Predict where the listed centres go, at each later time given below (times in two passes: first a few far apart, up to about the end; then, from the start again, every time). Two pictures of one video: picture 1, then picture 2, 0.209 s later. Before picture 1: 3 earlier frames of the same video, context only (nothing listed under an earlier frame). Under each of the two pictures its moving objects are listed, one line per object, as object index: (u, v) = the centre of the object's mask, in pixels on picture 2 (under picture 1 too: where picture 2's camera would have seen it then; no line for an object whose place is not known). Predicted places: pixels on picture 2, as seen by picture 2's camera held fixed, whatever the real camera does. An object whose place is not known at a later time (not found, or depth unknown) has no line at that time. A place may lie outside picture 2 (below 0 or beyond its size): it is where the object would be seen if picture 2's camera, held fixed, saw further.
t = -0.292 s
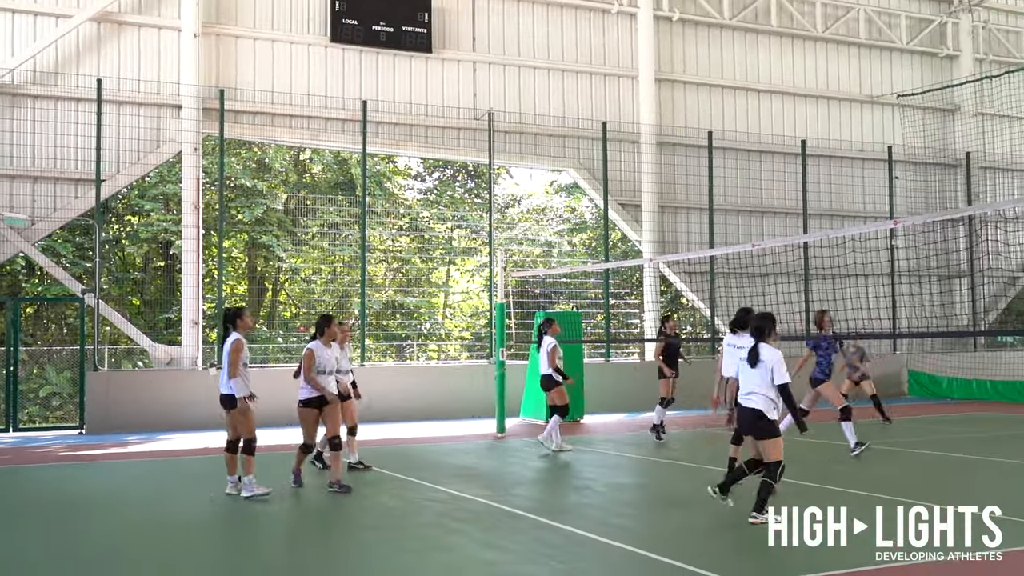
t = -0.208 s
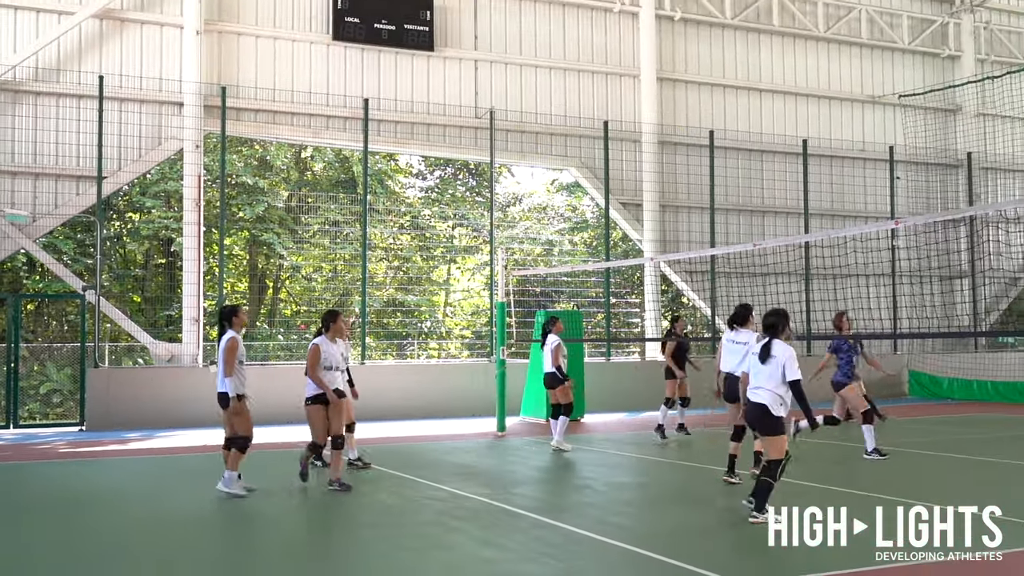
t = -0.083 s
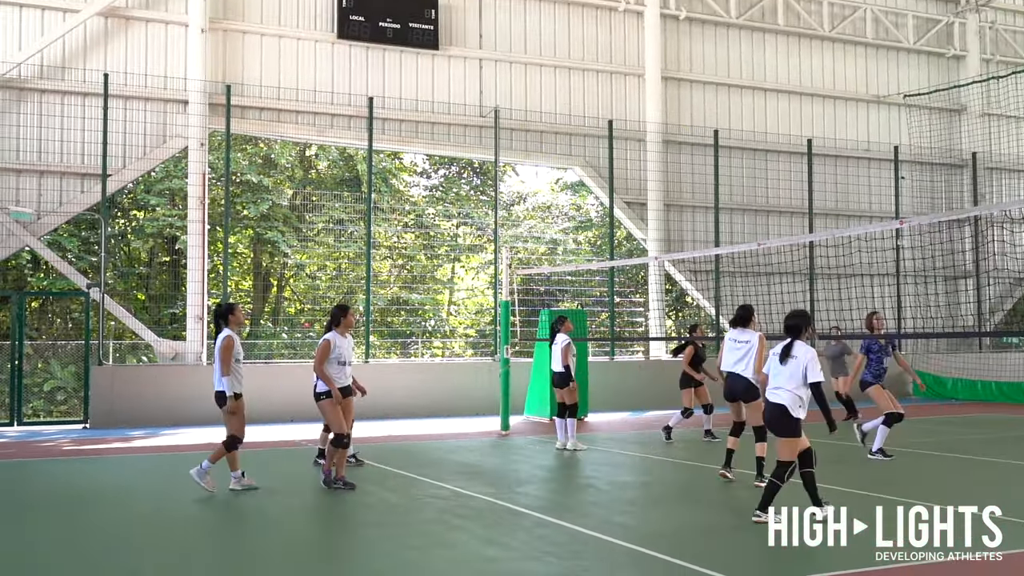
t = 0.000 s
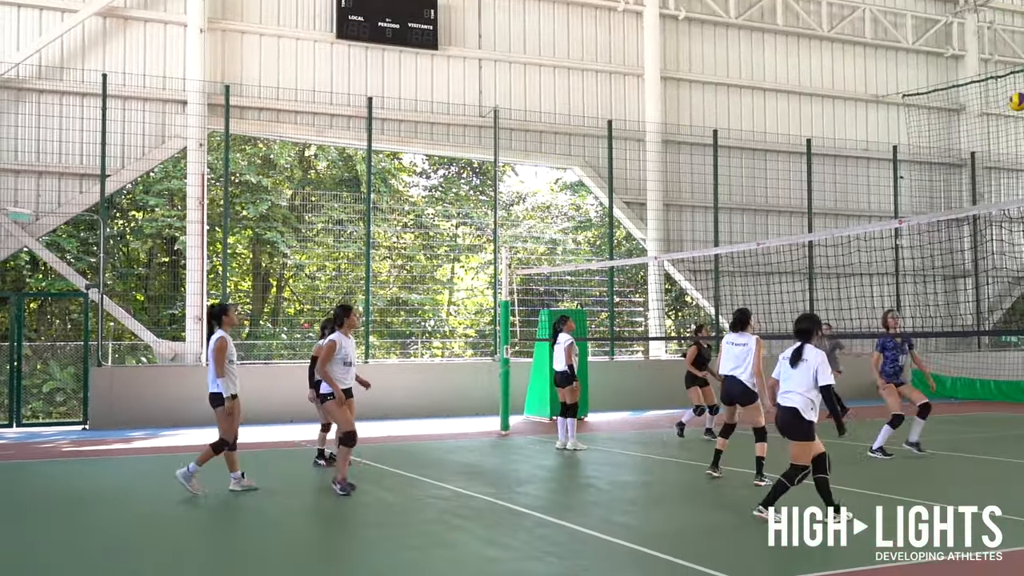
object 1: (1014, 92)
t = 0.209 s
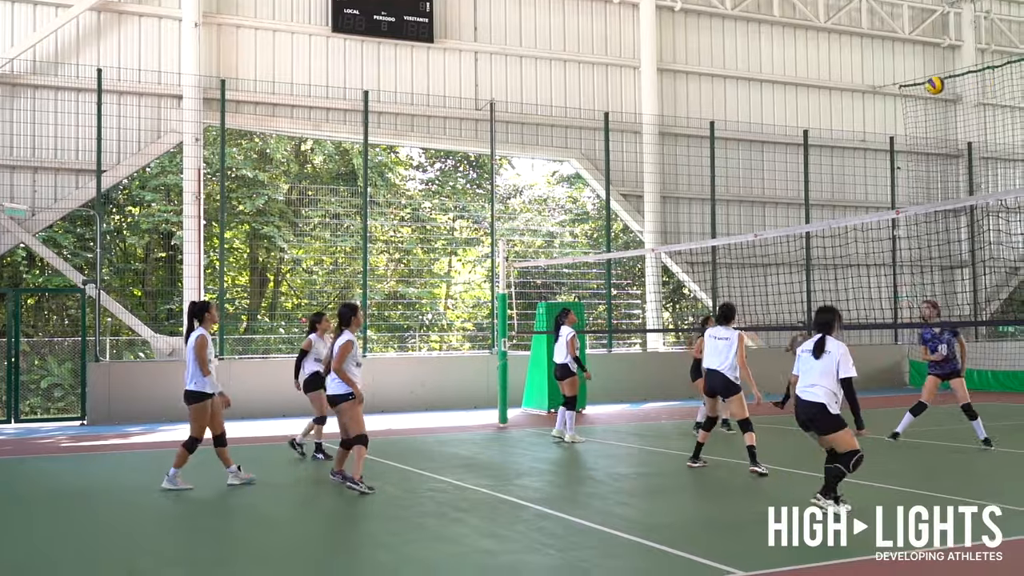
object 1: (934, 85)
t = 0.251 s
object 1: (919, 88)
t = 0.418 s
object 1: (861, 115)
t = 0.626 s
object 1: (796, 177)
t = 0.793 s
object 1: (747, 250)
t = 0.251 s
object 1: (919, 88)
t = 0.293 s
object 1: (905, 93)
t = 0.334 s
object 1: (891, 98)
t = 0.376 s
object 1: (876, 106)
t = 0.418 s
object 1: (861, 115)
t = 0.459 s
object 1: (848, 124)
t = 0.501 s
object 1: (835, 136)
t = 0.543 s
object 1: (822, 148)
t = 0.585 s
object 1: (808, 162)
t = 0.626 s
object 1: (796, 177)
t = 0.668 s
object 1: (783, 194)
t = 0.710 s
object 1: (771, 211)
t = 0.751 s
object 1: (758, 228)
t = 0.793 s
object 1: (747, 250)
